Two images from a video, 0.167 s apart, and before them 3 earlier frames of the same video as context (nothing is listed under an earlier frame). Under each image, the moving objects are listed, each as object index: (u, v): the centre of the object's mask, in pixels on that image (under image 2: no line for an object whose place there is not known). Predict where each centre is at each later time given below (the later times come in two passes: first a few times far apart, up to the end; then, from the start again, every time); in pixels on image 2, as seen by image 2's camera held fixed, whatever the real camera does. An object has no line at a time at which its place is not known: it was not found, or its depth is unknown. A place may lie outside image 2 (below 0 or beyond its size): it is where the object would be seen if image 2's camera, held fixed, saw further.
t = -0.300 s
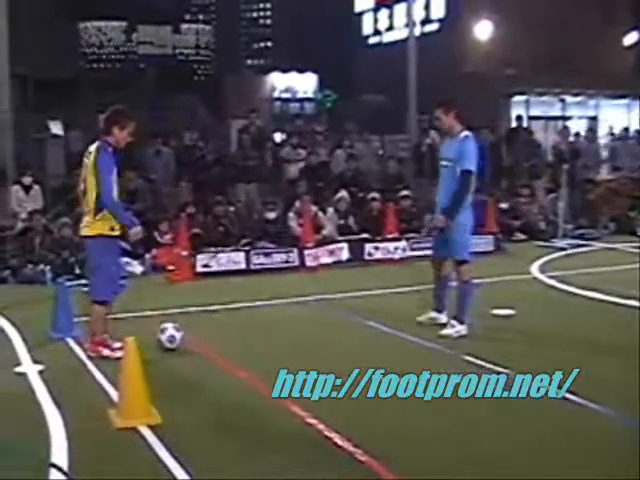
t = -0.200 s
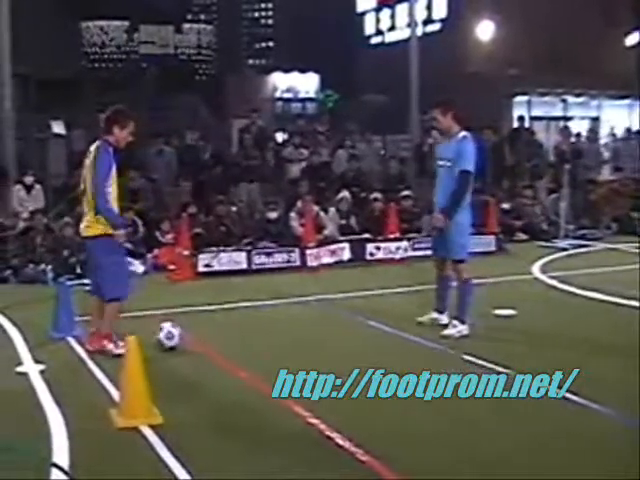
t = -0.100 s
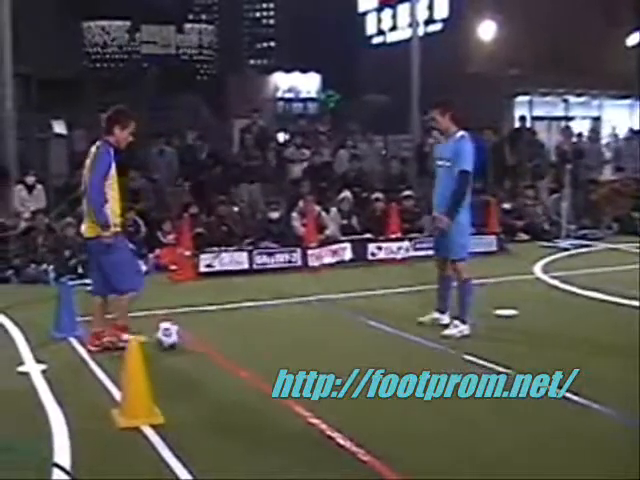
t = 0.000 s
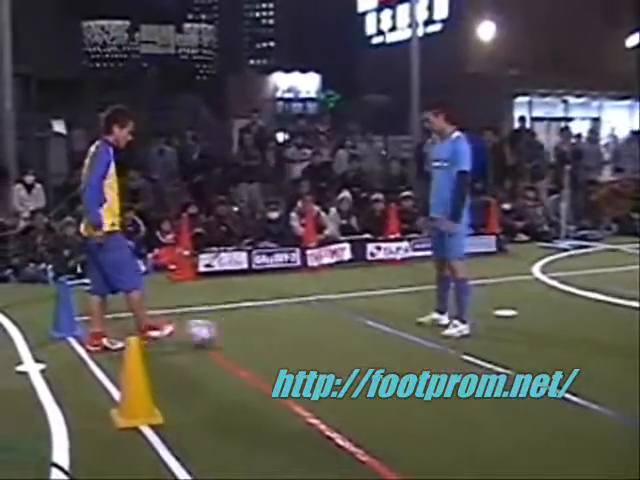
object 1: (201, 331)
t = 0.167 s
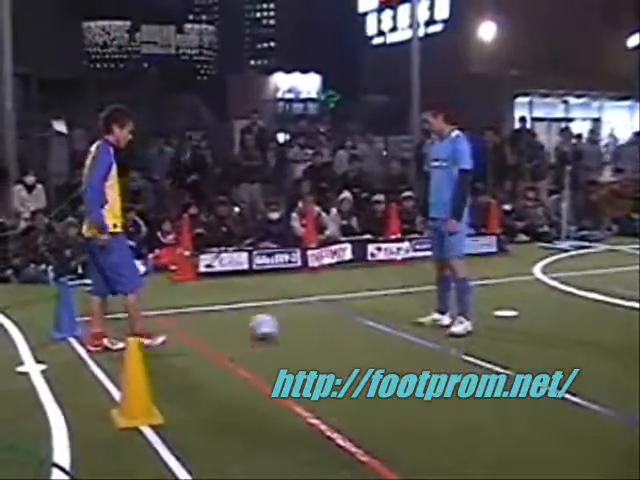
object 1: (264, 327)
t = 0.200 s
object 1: (275, 326)
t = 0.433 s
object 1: (340, 319)
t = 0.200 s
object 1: (275, 326)
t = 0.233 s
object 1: (286, 325)
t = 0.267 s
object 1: (295, 324)
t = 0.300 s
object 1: (305, 323)
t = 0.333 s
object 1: (314, 322)
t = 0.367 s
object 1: (322, 320)
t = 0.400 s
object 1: (332, 320)
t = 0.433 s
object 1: (340, 319)
